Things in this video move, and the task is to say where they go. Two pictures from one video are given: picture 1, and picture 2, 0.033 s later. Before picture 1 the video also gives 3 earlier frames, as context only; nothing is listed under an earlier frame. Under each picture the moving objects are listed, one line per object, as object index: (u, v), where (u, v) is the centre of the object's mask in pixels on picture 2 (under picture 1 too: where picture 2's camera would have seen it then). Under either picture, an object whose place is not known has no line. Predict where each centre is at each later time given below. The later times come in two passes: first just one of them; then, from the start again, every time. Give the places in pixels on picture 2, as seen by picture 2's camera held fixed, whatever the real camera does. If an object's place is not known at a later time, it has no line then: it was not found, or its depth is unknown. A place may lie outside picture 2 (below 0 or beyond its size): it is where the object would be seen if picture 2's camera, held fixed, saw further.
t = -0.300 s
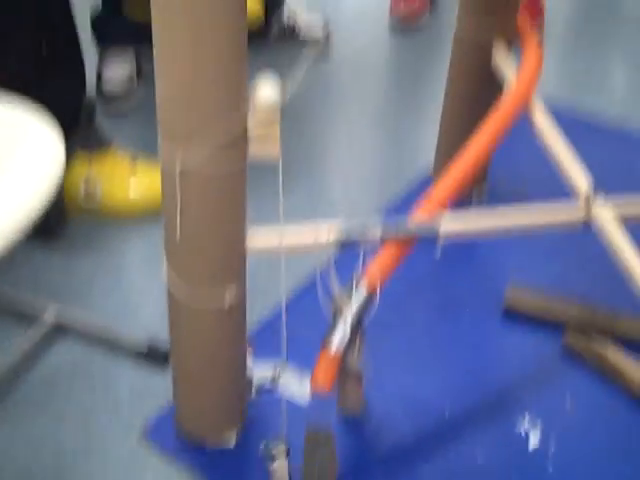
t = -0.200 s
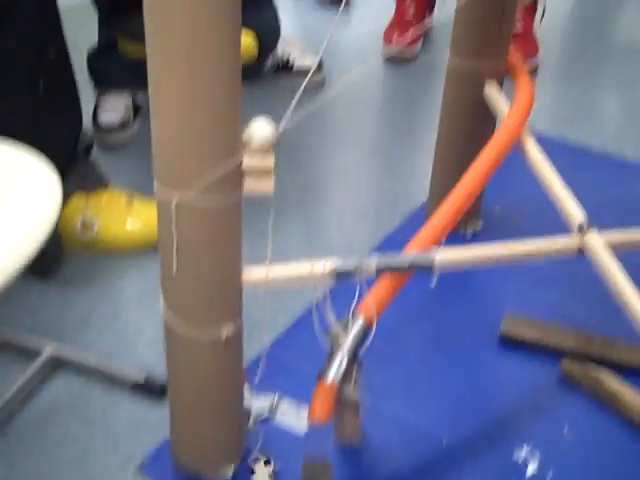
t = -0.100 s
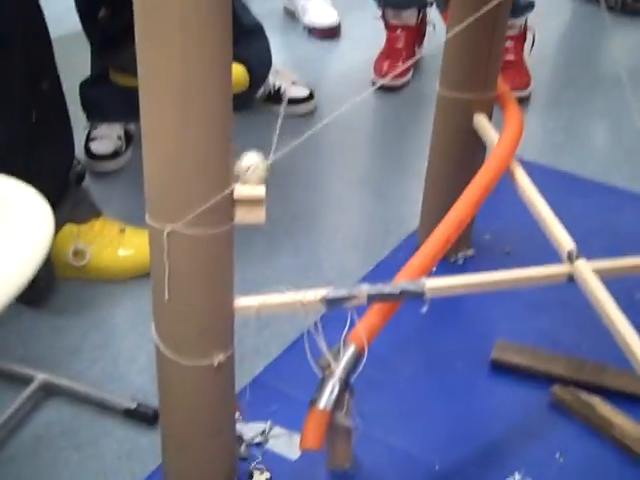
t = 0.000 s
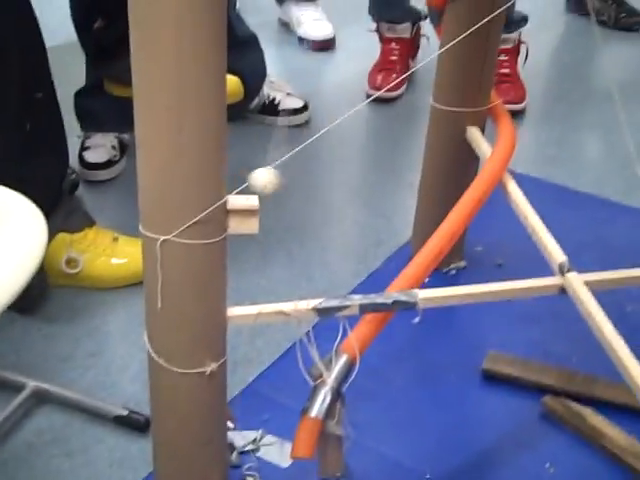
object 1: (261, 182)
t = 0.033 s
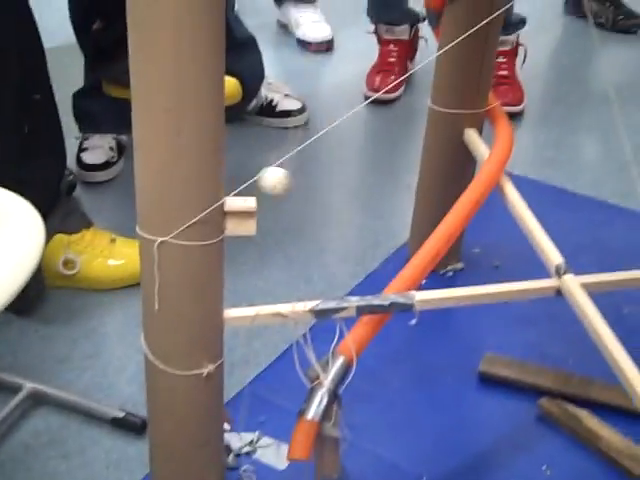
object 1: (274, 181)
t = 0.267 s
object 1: (397, 181)
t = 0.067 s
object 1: (287, 181)
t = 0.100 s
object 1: (301, 185)
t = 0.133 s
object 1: (319, 184)
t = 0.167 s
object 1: (337, 182)
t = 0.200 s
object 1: (356, 182)
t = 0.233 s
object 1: (375, 182)
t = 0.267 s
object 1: (397, 181)
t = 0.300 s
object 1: (419, 178)
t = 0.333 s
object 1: (440, 176)
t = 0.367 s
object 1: (459, 173)
